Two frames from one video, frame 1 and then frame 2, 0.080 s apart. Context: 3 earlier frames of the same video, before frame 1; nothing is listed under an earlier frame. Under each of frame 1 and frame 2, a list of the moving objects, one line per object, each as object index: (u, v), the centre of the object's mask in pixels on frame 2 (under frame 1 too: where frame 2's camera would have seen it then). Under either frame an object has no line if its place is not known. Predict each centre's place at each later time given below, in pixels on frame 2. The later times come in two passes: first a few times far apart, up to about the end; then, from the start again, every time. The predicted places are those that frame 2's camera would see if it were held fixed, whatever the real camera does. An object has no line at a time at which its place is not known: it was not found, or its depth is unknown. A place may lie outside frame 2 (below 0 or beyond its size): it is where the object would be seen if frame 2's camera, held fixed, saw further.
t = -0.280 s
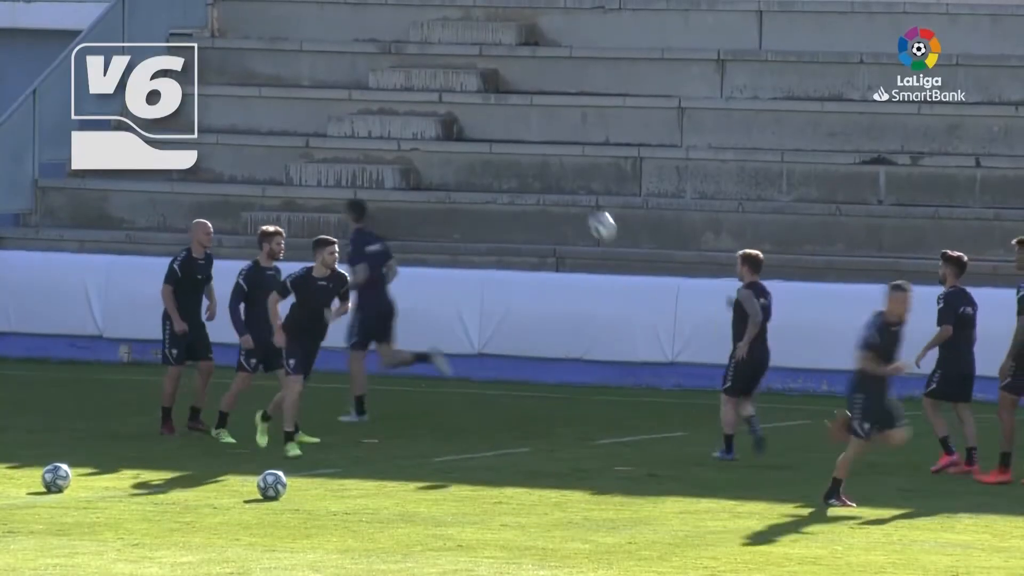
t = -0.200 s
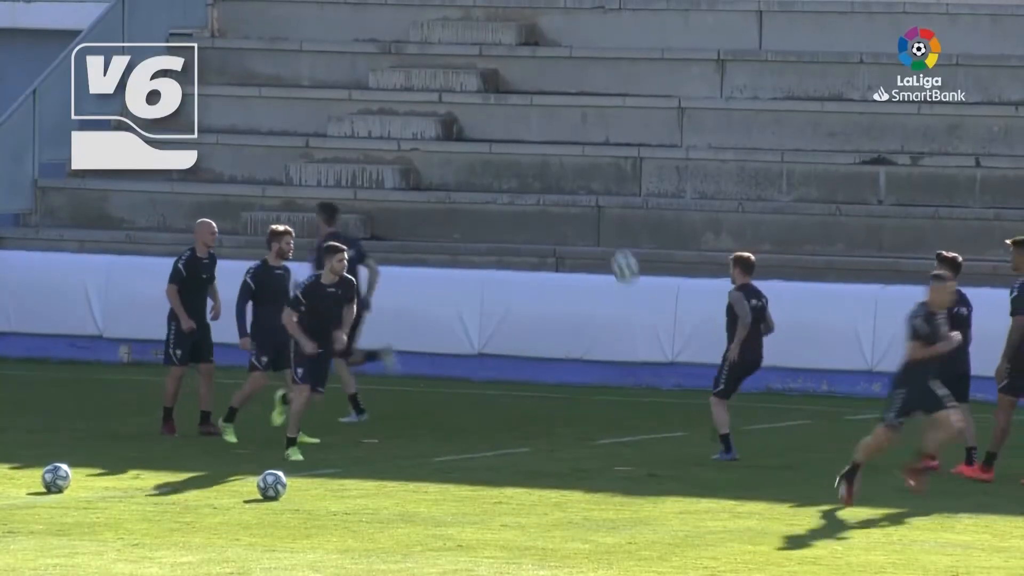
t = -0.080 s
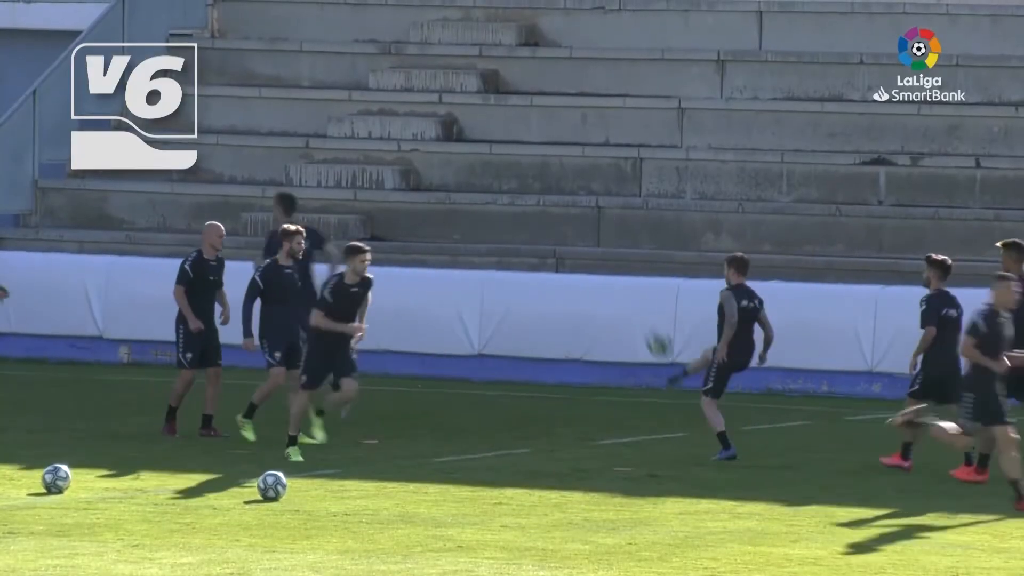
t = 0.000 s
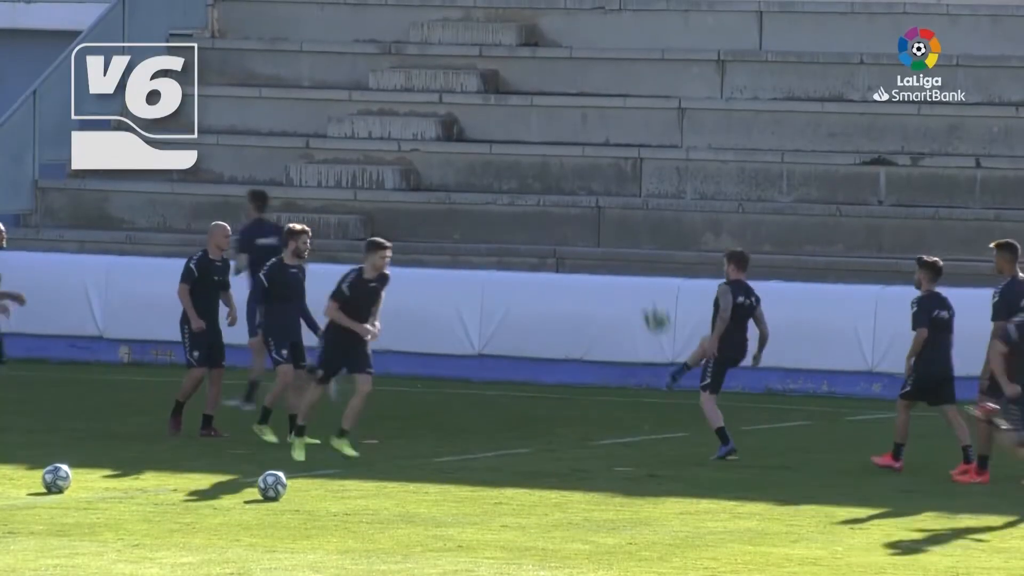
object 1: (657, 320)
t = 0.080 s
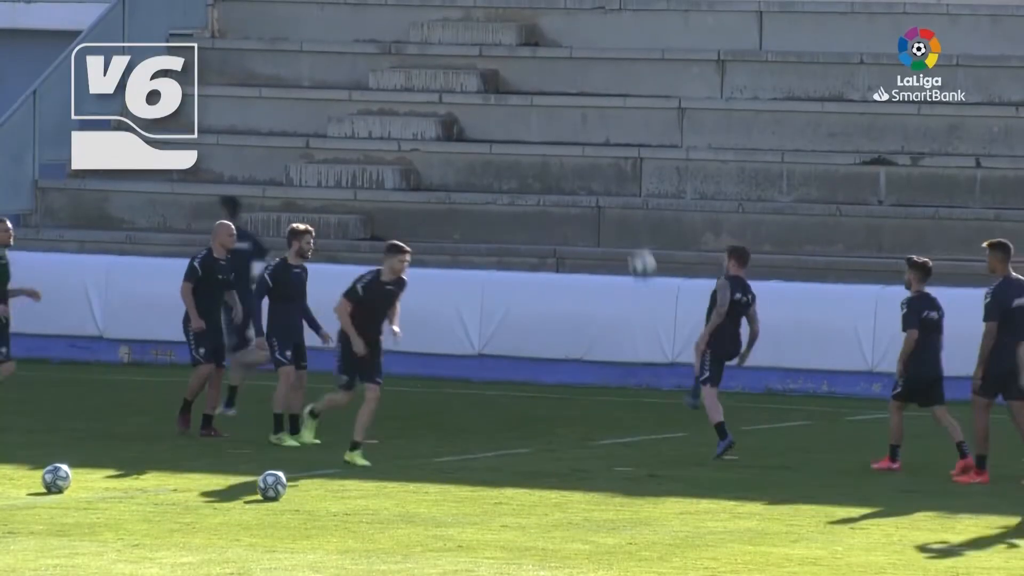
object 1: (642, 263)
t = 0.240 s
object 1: (613, 182)
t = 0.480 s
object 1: (569, 122)
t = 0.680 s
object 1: (531, 122)
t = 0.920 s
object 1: (484, 187)
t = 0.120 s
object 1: (635, 240)
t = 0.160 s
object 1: (628, 219)
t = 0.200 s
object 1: (621, 201)
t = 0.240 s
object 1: (613, 182)
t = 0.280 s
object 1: (606, 169)
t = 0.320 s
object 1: (599, 156)
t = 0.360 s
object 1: (591, 144)
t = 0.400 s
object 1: (584, 135)
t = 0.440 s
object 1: (576, 127)
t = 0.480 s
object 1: (569, 122)
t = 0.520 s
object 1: (561, 118)
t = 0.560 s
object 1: (554, 116)
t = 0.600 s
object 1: (546, 116)
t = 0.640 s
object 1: (538, 118)
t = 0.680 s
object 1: (531, 122)
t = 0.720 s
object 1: (523, 128)
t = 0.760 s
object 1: (516, 136)
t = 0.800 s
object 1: (507, 146)
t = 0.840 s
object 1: (500, 156)
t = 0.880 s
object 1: (492, 169)
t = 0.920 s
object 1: (484, 187)
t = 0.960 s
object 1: (477, 203)
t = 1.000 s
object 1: (468, 222)
